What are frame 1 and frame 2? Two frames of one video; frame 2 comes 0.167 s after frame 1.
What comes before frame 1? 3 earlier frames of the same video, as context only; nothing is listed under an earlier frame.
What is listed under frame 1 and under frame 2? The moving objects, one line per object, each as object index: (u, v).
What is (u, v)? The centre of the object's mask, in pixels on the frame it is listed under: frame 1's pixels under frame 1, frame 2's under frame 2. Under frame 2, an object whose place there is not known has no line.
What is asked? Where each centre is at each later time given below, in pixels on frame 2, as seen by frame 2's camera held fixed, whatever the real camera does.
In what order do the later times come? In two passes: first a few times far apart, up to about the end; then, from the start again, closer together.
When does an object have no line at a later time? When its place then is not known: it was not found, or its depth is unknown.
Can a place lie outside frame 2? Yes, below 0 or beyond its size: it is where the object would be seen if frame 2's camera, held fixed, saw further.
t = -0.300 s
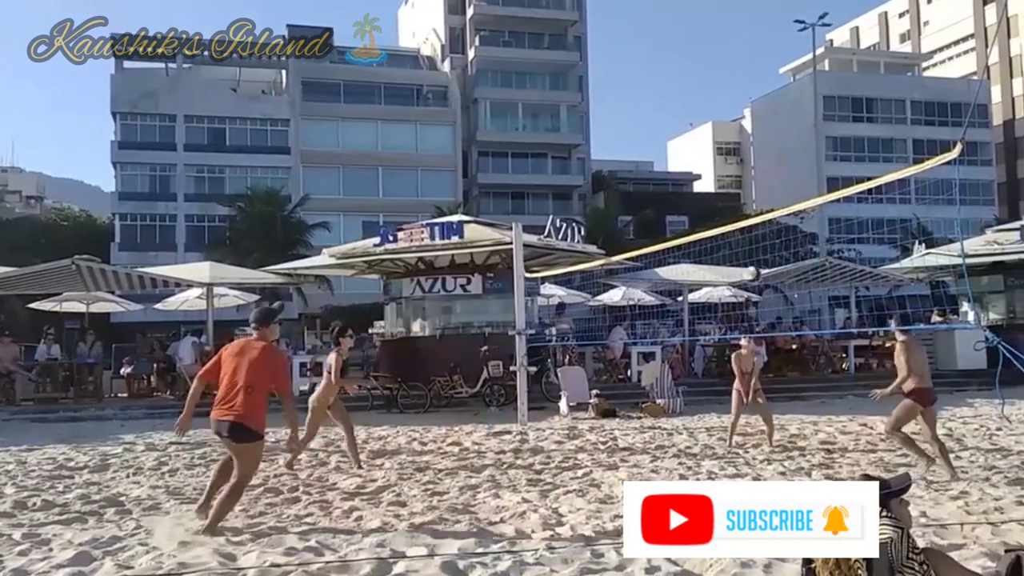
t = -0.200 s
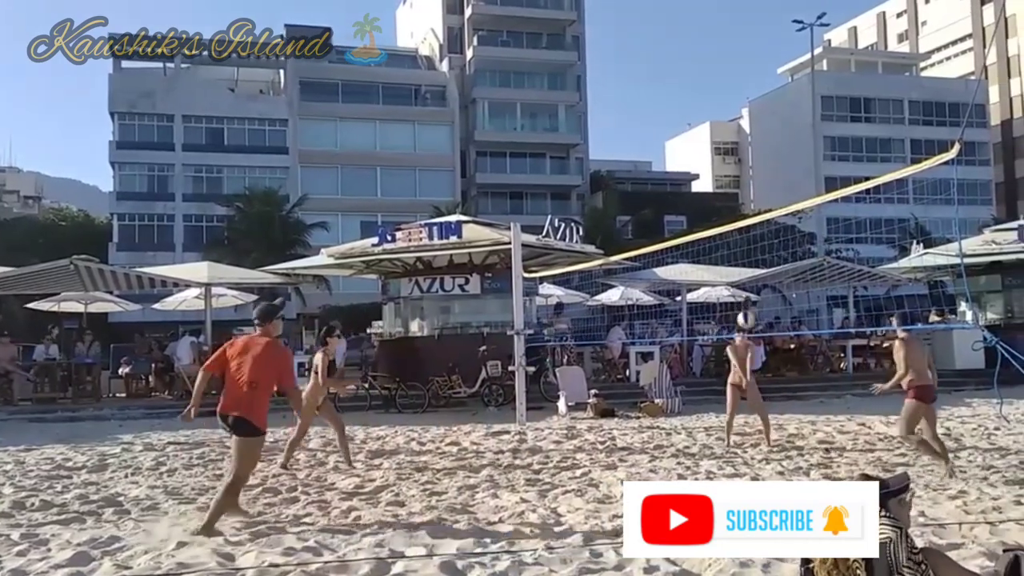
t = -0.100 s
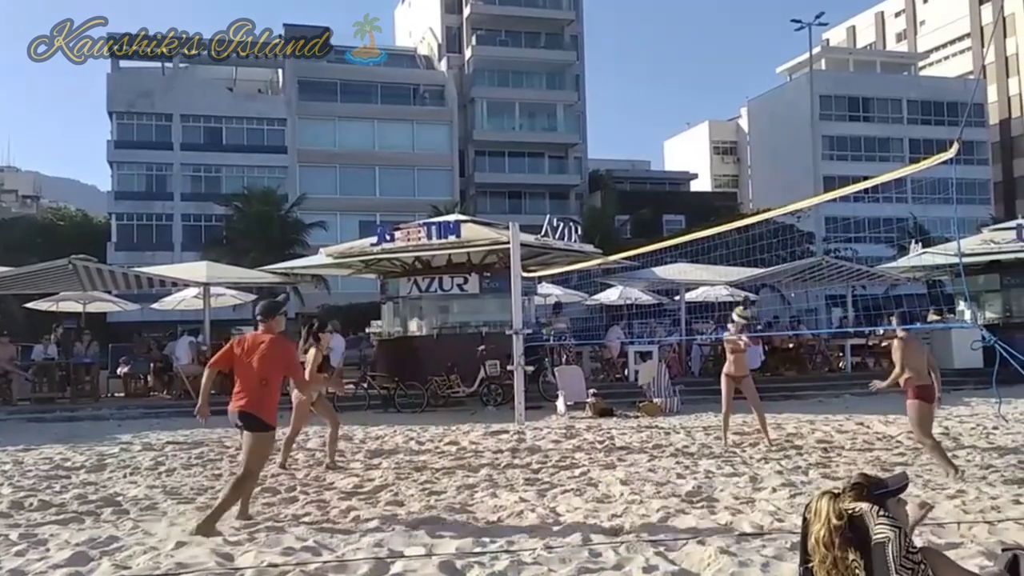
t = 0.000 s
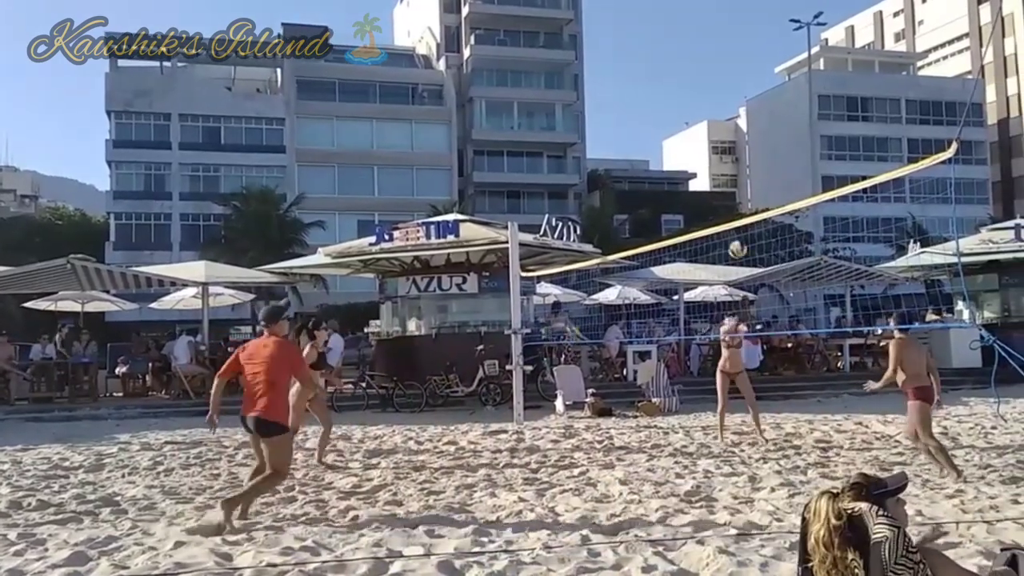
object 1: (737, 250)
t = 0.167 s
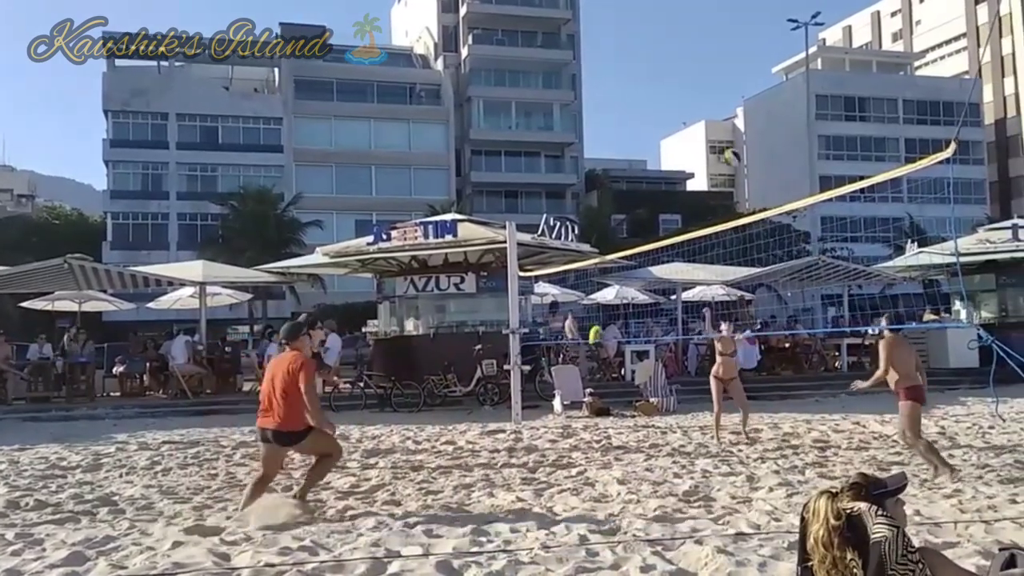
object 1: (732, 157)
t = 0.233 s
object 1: (731, 126)
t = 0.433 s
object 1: (729, 54)
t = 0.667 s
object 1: (726, 11)
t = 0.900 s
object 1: (723, 15)
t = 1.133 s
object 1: (721, 72)
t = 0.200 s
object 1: (732, 143)
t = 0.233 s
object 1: (731, 126)
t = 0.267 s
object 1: (732, 112)
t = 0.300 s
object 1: (731, 99)
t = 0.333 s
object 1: (730, 86)
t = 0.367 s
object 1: (729, 75)
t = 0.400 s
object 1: (729, 64)
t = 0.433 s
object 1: (729, 54)
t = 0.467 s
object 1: (729, 46)
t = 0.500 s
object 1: (728, 37)
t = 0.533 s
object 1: (728, 30)
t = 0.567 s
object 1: (727, 24)
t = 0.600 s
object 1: (727, 19)
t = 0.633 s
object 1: (727, 14)
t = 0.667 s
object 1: (726, 11)
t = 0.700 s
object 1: (725, 9)
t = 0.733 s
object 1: (725, 8)
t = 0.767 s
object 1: (724, 8)
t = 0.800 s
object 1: (724, 9)
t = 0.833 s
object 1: (724, 10)
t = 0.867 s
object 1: (723, 12)
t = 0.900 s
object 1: (723, 15)
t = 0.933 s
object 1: (723, 20)
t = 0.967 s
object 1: (724, 26)
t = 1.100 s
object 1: (721, 60)
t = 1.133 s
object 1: (721, 72)
